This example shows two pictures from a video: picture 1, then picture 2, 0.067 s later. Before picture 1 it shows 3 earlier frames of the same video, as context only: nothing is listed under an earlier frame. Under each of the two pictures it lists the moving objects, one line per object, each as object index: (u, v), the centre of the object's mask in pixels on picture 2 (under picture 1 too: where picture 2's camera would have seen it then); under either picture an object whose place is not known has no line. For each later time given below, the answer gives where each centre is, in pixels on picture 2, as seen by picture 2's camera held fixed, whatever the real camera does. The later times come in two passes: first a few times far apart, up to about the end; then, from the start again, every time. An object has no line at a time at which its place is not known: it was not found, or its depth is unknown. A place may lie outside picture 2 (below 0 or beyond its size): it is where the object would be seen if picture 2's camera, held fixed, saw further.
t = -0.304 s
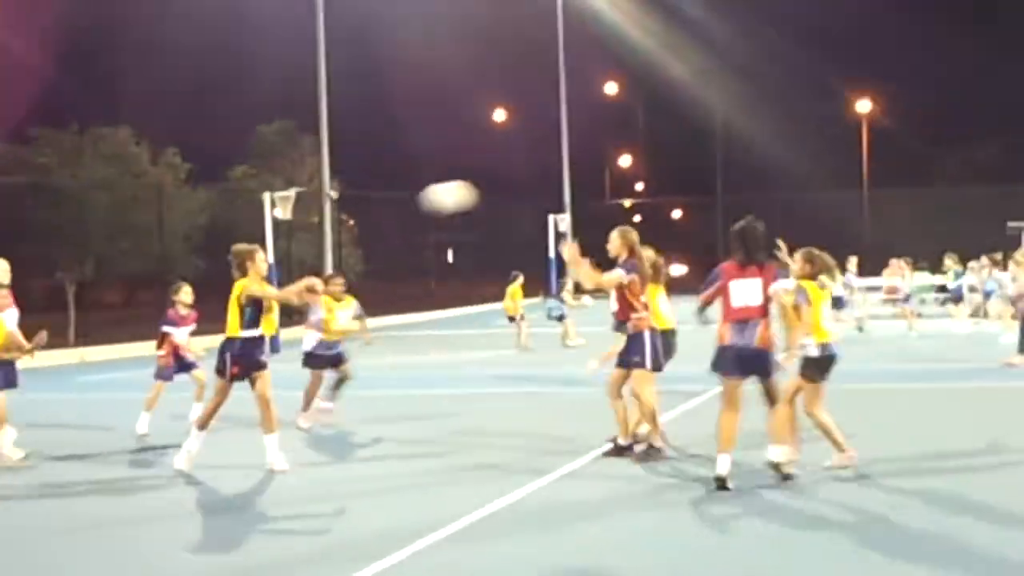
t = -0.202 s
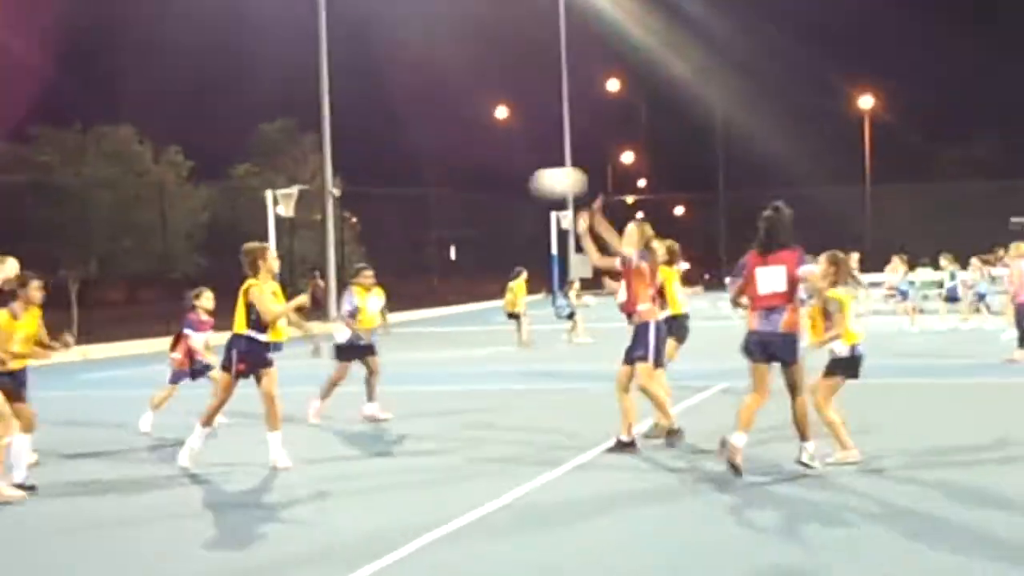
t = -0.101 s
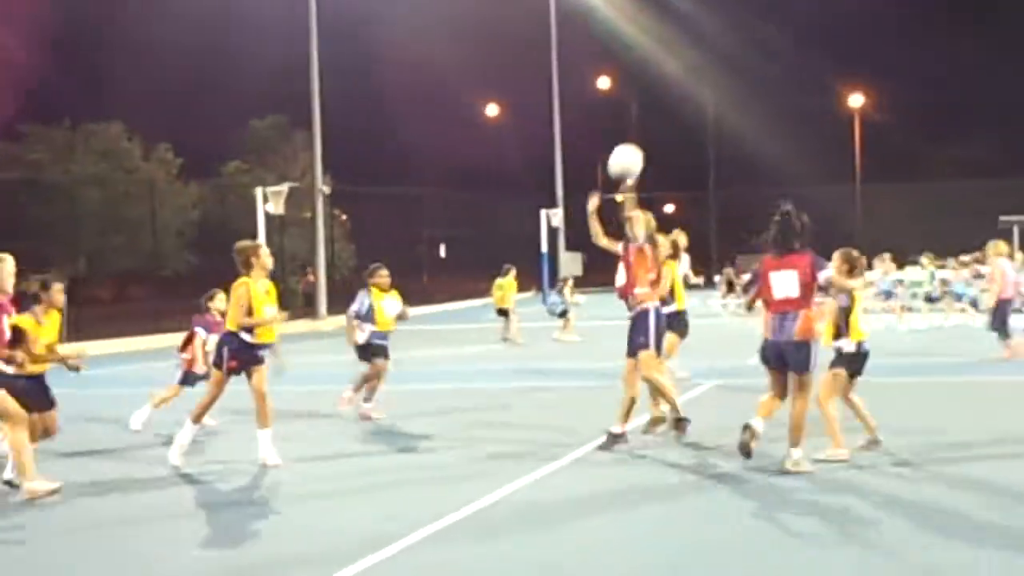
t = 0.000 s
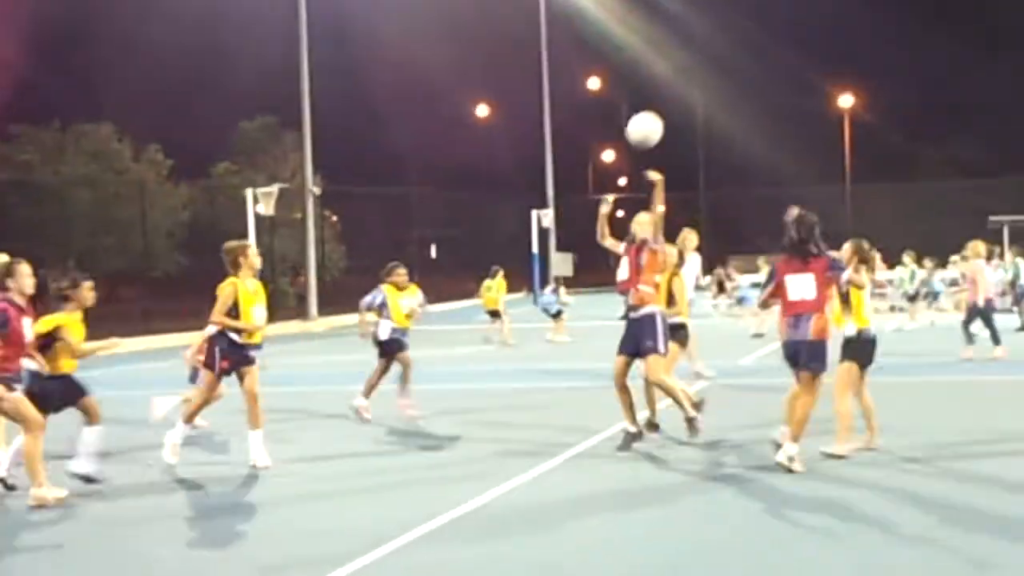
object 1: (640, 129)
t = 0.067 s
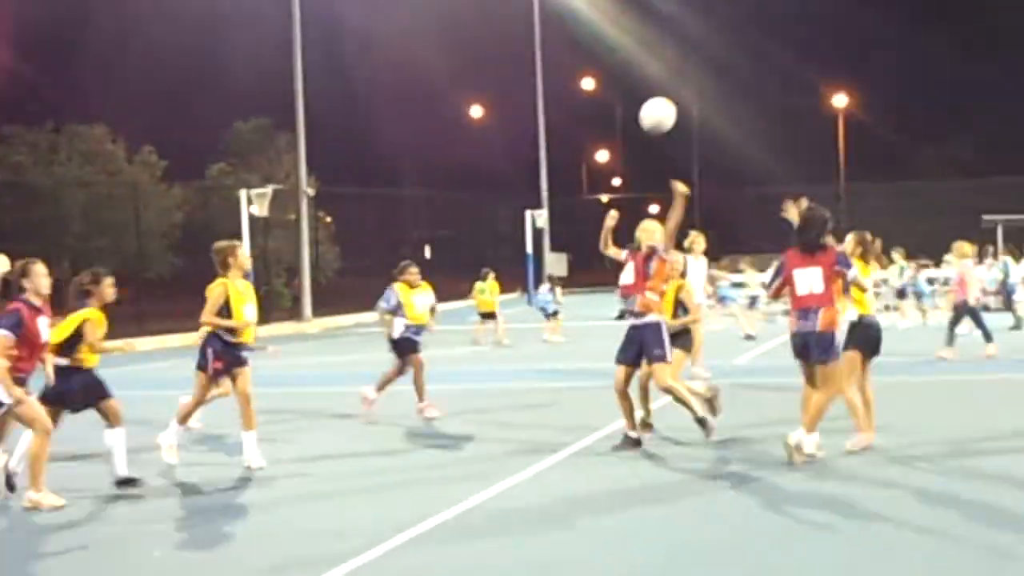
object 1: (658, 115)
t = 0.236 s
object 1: (706, 105)
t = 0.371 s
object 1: (748, 127)
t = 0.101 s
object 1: (667, 109)
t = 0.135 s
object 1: (678, 106)
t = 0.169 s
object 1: (687, 104)
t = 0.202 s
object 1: (696, 103)
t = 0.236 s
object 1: (706, 105)
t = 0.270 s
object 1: (717, 107)
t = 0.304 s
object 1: (727, 112)
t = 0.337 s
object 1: (738, 118)
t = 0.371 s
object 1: (748, 127)
